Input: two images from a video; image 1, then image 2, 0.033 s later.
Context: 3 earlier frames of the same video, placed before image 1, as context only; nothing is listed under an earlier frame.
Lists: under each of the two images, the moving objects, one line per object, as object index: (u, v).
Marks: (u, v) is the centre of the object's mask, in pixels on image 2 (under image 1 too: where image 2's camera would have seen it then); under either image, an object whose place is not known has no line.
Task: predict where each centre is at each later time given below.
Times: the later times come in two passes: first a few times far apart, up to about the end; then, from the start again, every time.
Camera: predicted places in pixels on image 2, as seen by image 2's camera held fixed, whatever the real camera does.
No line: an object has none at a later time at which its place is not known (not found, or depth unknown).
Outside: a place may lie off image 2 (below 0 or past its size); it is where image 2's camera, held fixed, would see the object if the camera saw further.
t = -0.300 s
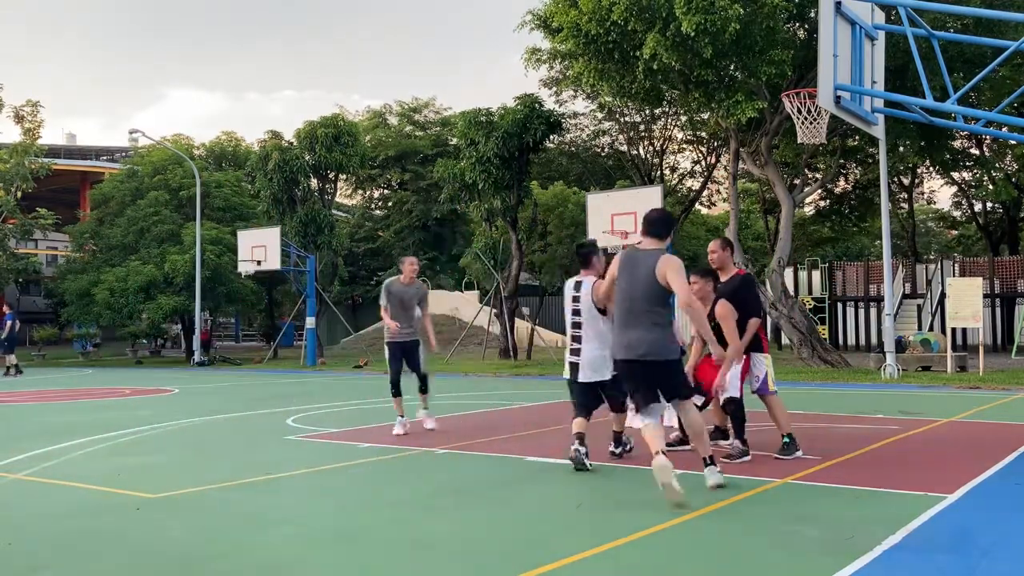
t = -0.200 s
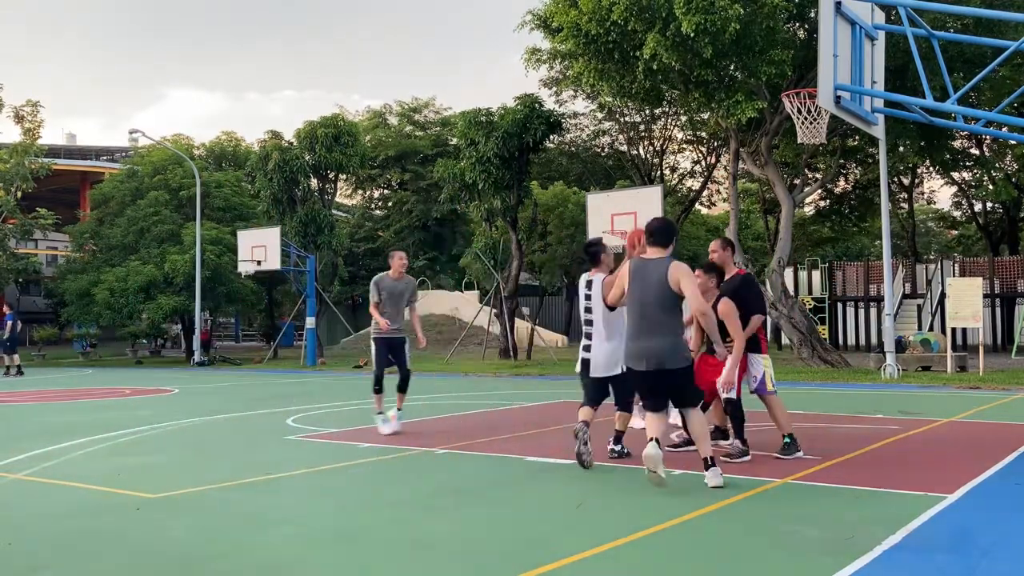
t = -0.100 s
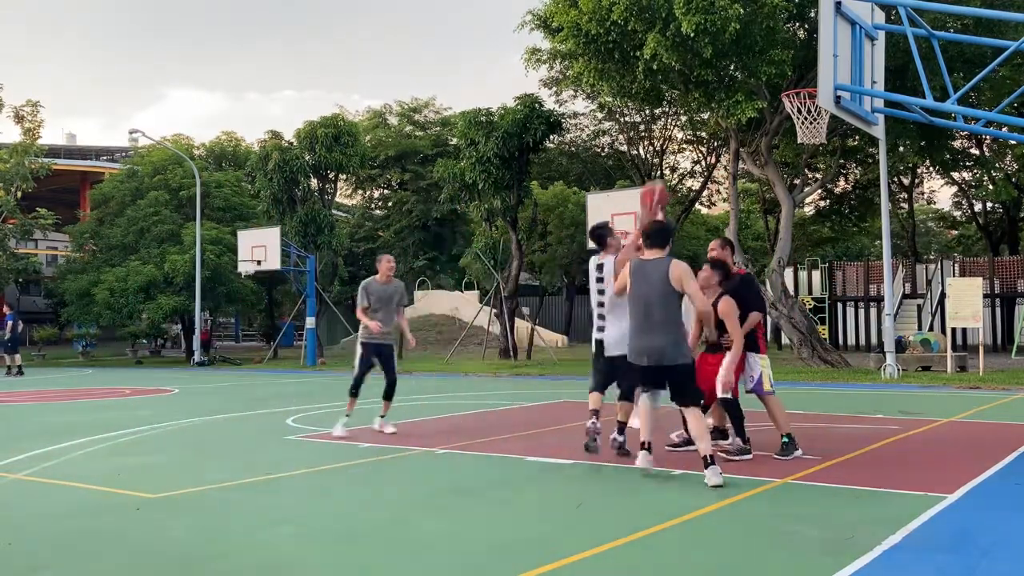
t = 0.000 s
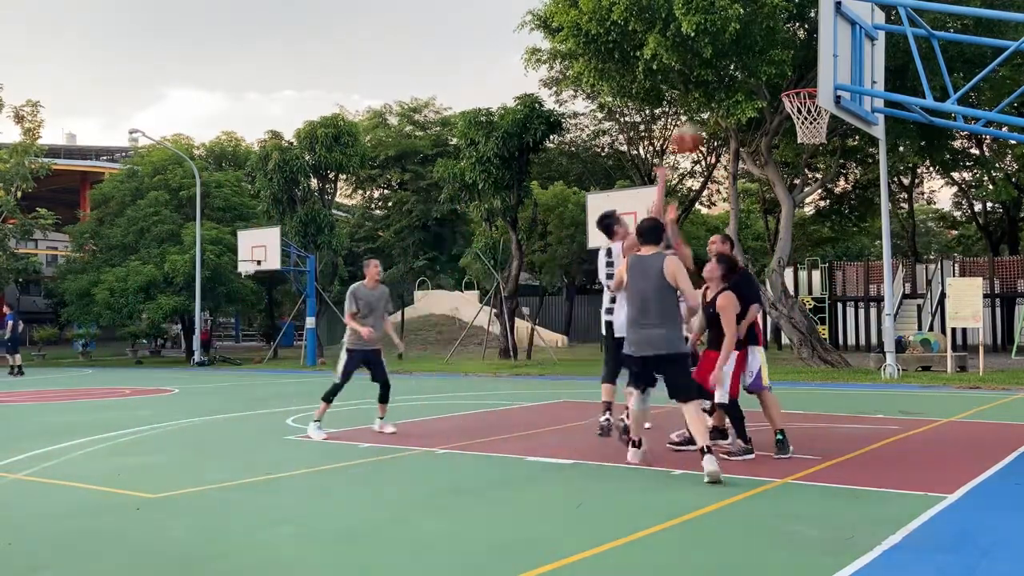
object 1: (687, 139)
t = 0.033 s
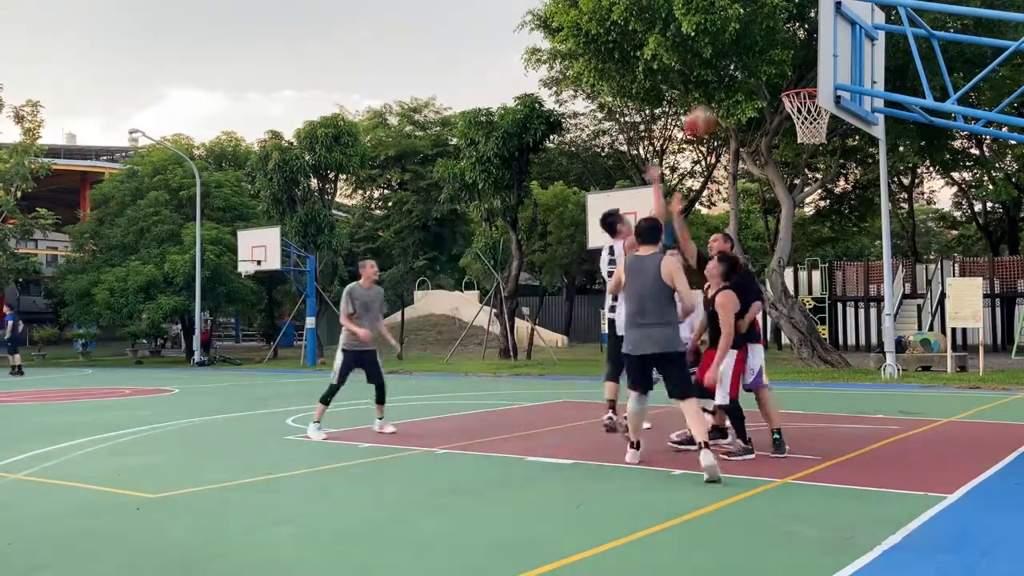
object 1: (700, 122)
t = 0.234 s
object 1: (770, 53)
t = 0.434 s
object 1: (806, 40)
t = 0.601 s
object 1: (795, 70)
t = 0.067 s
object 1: (712, 106)
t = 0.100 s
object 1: (724, 92)
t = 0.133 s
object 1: (735, 80)
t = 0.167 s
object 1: (746, 71)
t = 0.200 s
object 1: (758, 61)
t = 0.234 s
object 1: (770, 53)
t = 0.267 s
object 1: (782, 47)
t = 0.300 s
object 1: (793, 42)
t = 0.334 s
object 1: (803, 39)
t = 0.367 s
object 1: (808, 37)
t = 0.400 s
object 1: (807, 38)
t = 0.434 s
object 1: (806, 40)
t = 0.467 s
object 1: (804, 44)
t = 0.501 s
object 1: (802, 49)
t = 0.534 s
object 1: (800, 54)
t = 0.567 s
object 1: (797, 61)
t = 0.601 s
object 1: (795, 70)
